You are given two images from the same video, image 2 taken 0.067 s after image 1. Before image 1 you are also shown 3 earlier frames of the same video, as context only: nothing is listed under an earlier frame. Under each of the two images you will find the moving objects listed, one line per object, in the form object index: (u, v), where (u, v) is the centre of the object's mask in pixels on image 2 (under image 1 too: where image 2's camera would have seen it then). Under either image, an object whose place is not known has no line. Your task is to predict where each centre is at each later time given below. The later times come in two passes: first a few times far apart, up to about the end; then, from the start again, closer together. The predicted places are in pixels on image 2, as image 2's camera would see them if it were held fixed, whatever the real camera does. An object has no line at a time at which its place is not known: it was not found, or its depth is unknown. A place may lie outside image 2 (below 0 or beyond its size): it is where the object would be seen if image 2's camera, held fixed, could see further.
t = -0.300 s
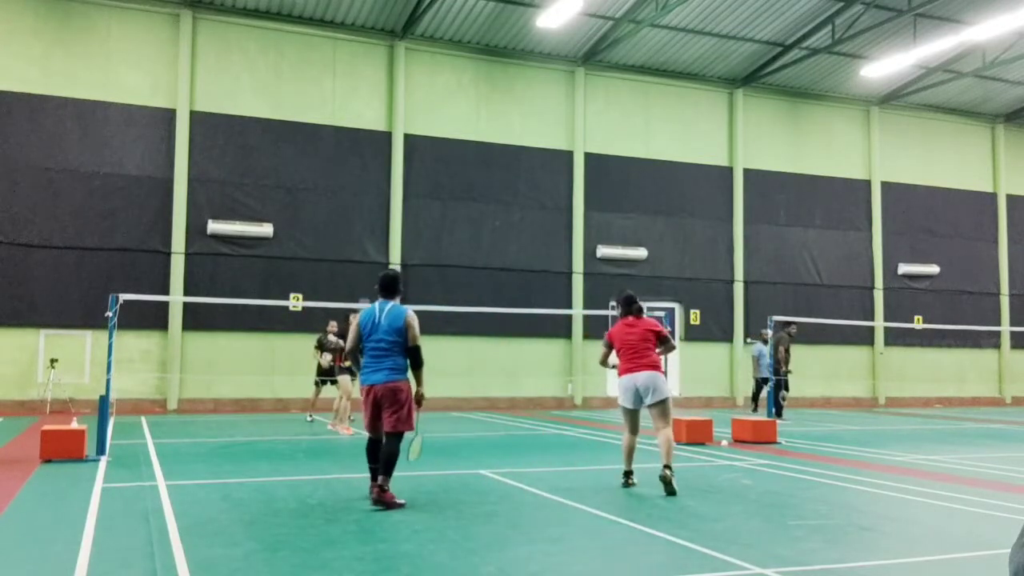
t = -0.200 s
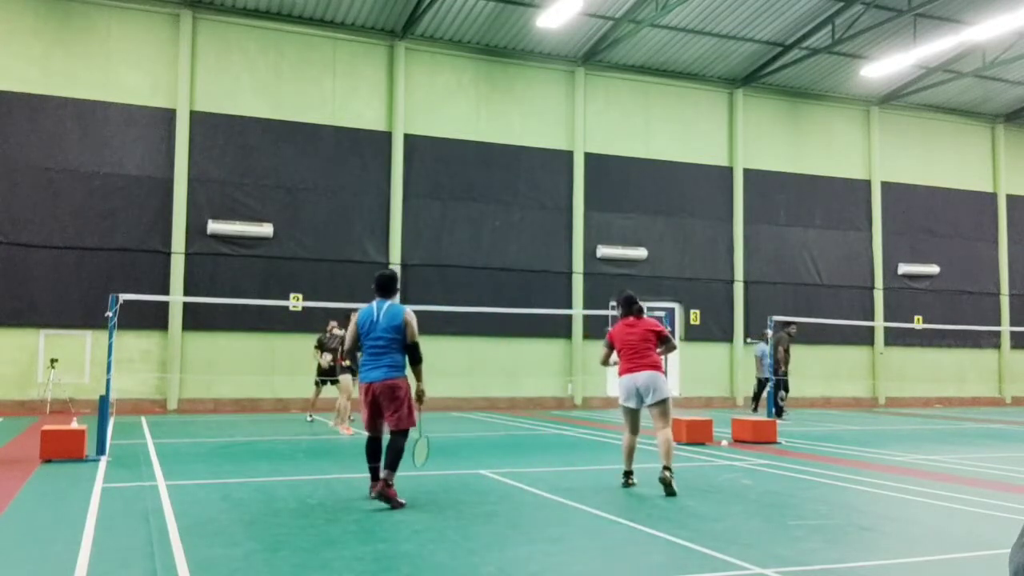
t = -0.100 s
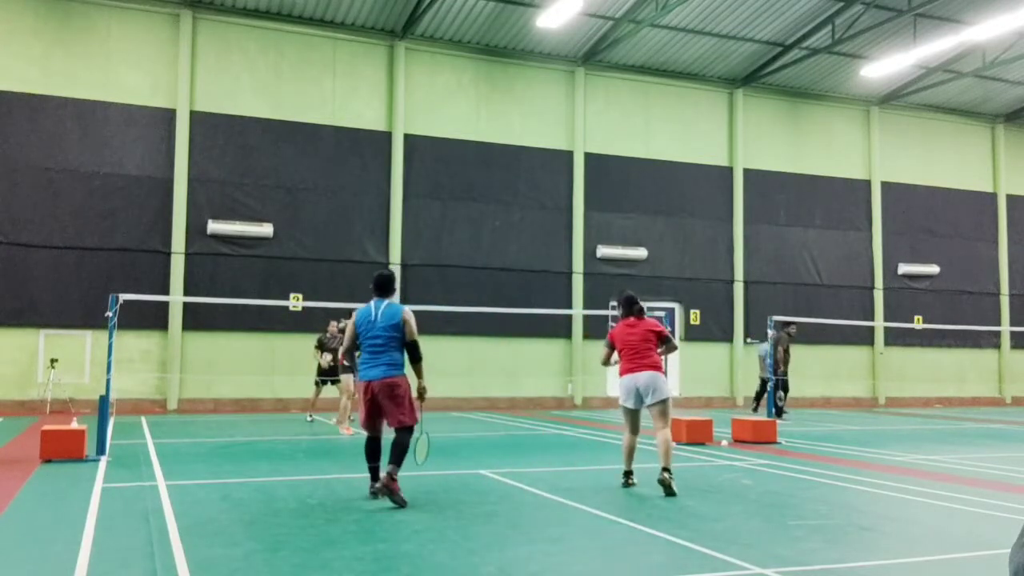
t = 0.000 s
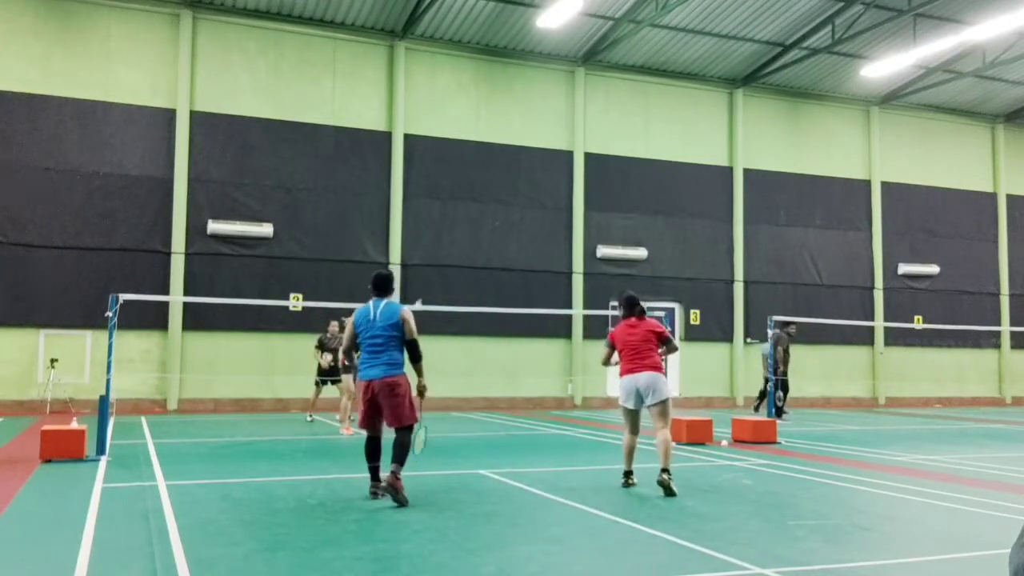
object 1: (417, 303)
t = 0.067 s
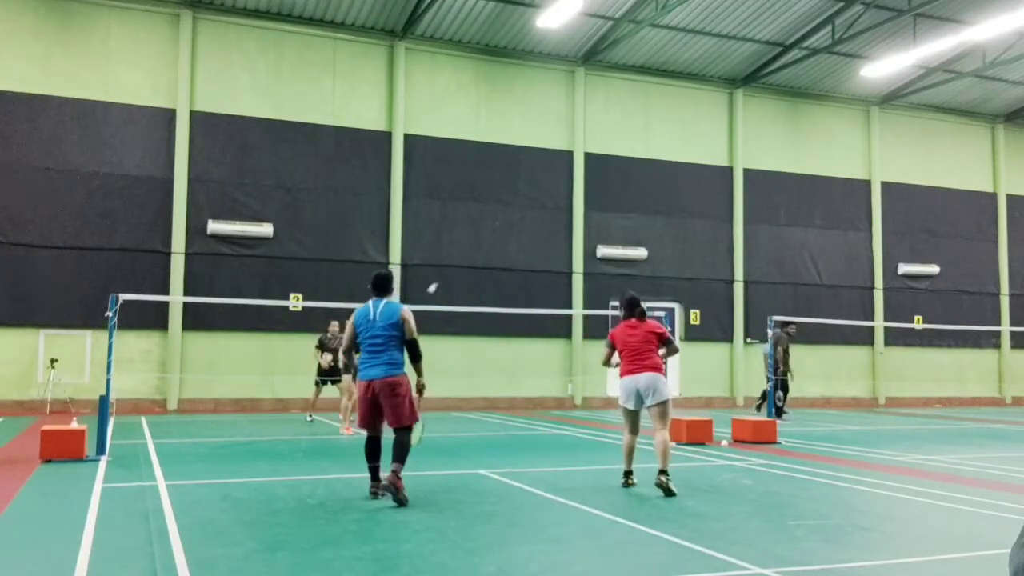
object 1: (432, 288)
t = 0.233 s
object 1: (471, 265)
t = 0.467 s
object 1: (522, 278)
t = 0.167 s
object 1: (457, 269)
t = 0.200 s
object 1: (464, 266)
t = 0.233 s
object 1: (471, 265)
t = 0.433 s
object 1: (516, 272)
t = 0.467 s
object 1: (522, 278)
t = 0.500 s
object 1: (529, 284)
